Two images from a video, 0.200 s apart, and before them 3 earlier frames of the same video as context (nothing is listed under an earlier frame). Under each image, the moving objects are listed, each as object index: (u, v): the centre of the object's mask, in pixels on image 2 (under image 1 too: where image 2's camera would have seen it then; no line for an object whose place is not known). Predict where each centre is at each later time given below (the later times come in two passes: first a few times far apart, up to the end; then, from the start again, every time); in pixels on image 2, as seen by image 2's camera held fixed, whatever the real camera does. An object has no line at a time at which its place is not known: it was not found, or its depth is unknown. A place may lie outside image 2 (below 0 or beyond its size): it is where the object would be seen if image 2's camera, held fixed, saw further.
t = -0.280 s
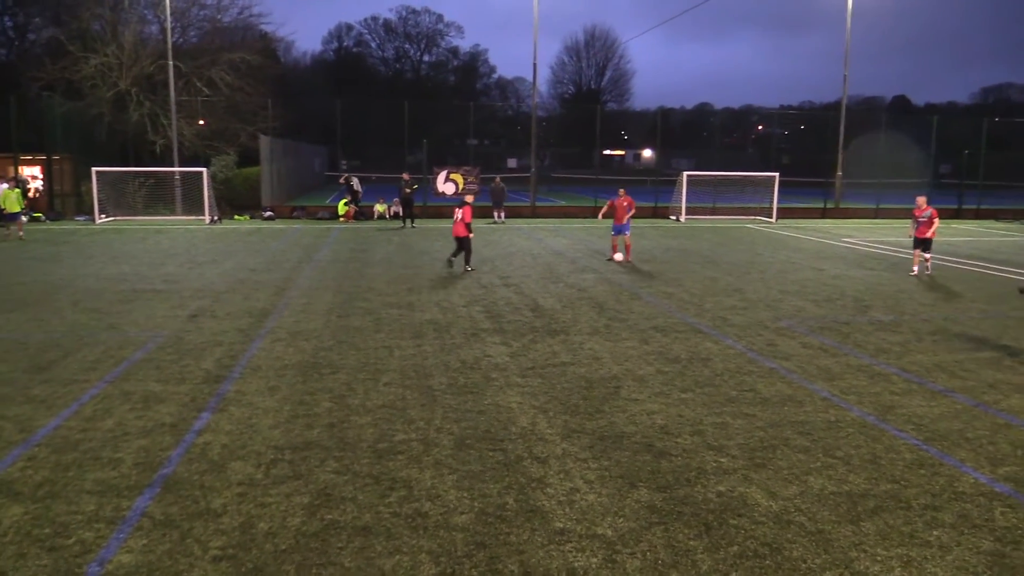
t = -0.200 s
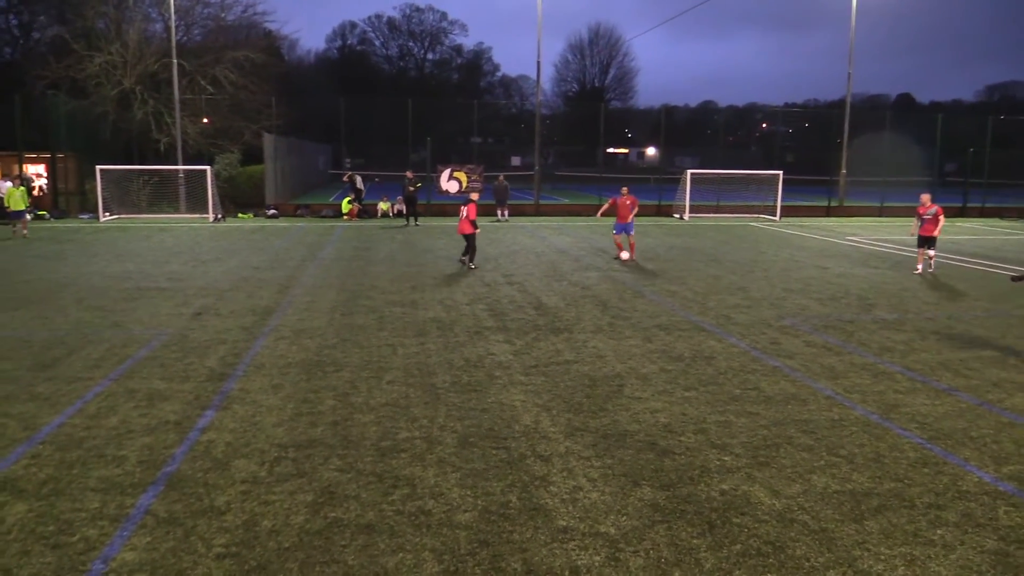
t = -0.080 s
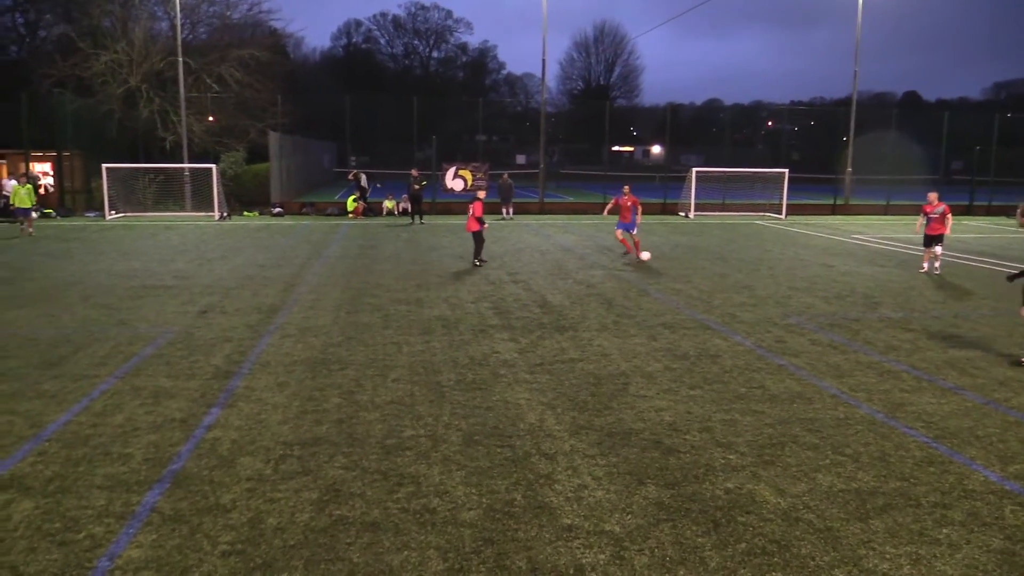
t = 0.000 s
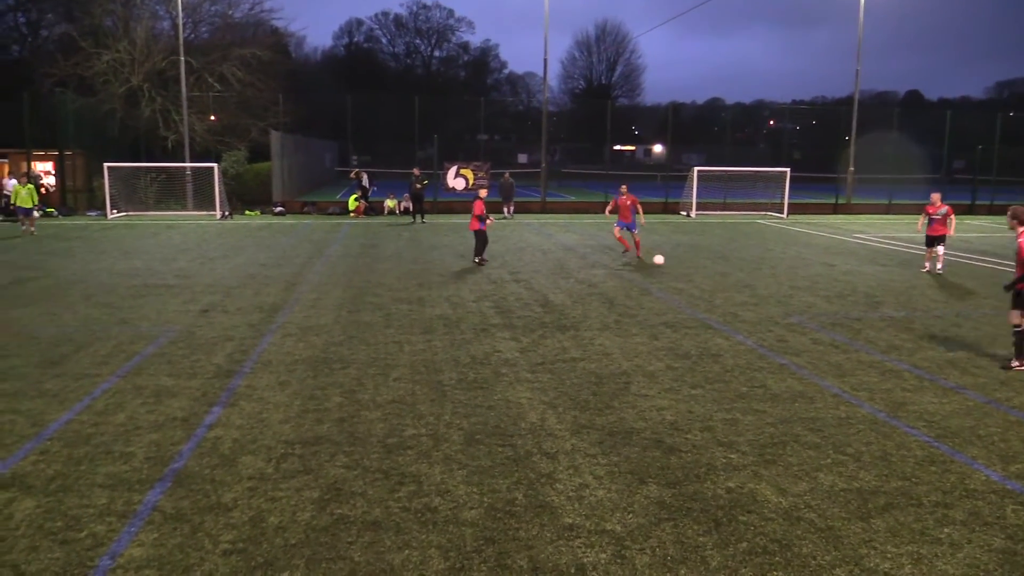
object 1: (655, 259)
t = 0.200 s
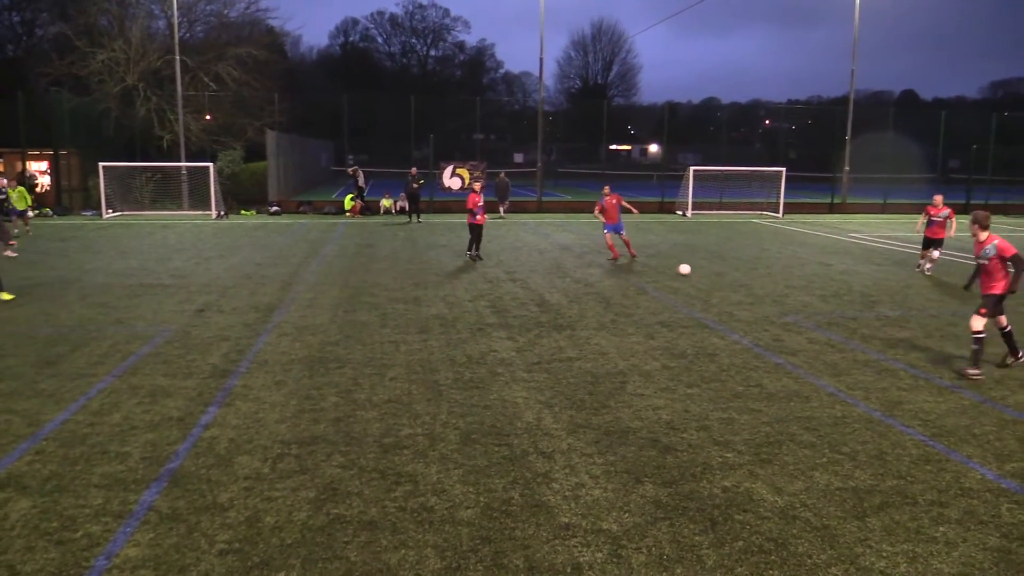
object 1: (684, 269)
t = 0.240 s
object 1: (690, 270)
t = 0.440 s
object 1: (718, 279)
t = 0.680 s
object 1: (753, 287)
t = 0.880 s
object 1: (787, 298)
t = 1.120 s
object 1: (833, 311)
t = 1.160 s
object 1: (842, 313)
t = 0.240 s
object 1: (690, 270)
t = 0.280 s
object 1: (696, 271)
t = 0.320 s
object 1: (701, 274)
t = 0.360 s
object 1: (707, 275)
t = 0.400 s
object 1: (712, 276)
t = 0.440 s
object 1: (718, 279)
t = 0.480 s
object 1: (724, 280)
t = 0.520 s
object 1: (729, 281)
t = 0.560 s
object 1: (735, 283)
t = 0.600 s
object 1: (741, 284)
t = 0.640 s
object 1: (747, 285)
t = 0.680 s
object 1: (753, 287)
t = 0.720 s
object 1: (760, 290)
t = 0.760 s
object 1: (766, 292)
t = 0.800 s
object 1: (773, 294)
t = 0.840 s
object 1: (780, 296)
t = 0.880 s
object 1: (787, 298)
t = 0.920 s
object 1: (794, 300)
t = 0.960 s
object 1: (802, 302)
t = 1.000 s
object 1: (810, 304)
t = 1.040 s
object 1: (817, 306)
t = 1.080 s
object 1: (825, 308)
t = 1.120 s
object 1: (833, 311)
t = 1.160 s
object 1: (842, 313)
